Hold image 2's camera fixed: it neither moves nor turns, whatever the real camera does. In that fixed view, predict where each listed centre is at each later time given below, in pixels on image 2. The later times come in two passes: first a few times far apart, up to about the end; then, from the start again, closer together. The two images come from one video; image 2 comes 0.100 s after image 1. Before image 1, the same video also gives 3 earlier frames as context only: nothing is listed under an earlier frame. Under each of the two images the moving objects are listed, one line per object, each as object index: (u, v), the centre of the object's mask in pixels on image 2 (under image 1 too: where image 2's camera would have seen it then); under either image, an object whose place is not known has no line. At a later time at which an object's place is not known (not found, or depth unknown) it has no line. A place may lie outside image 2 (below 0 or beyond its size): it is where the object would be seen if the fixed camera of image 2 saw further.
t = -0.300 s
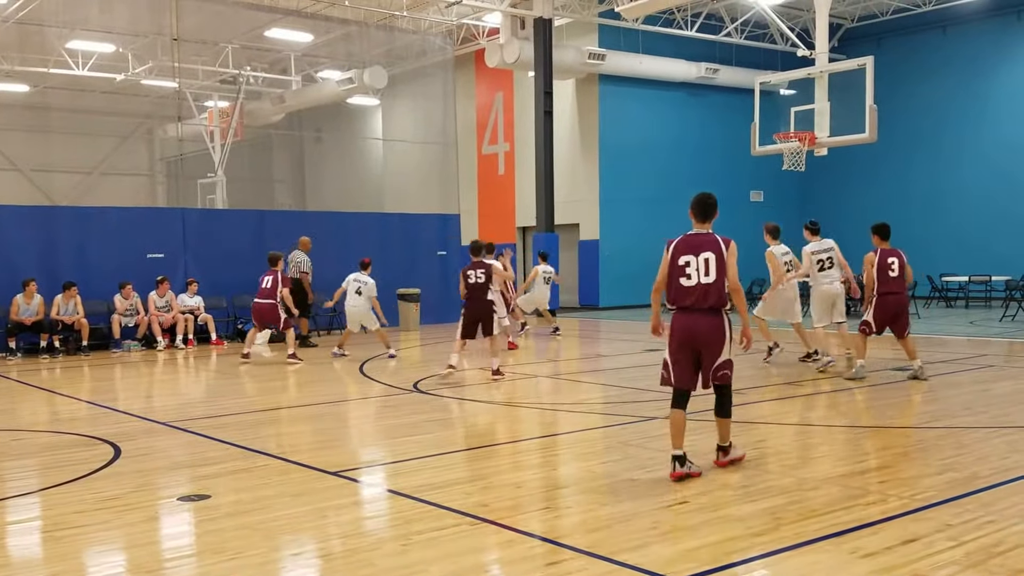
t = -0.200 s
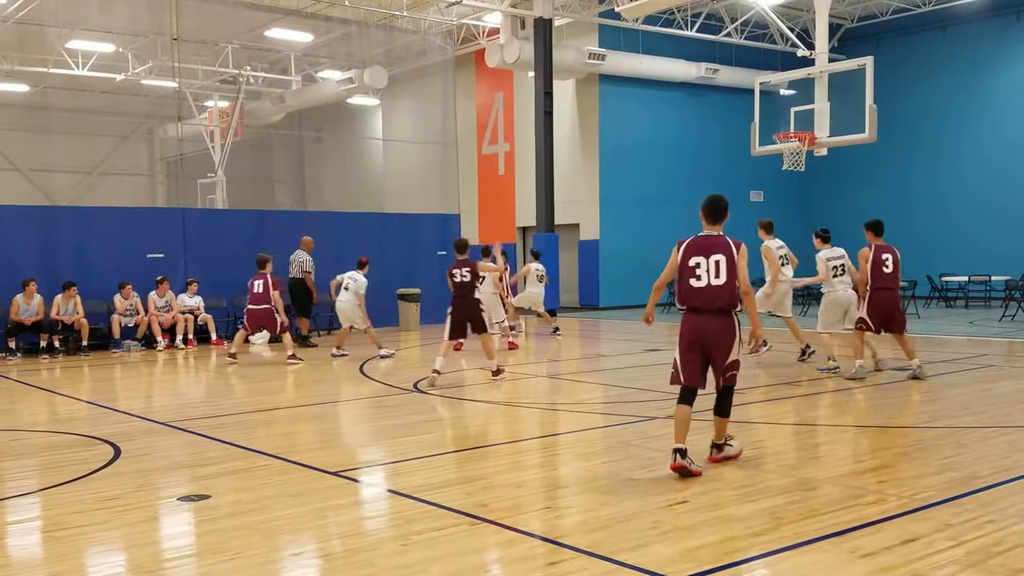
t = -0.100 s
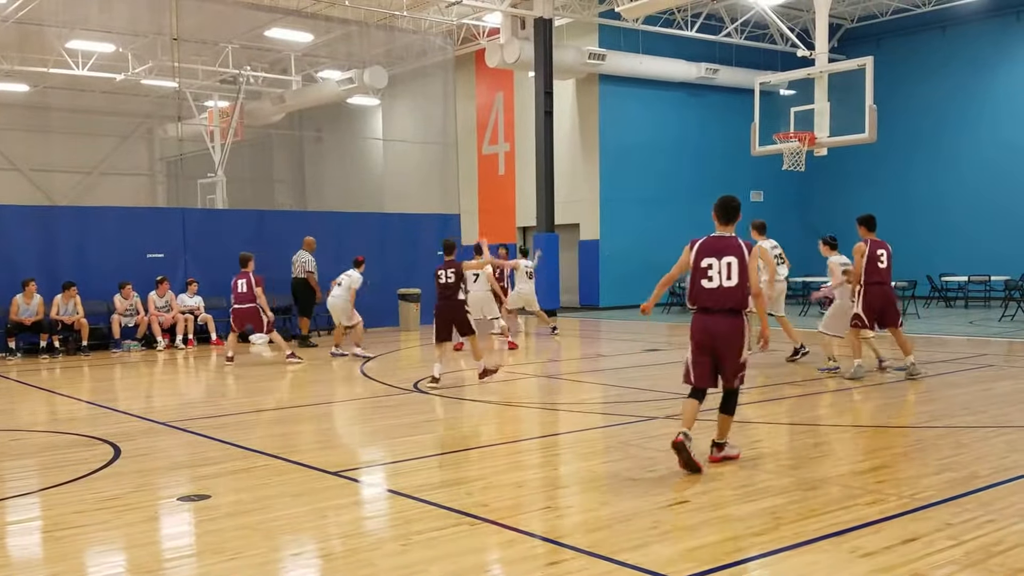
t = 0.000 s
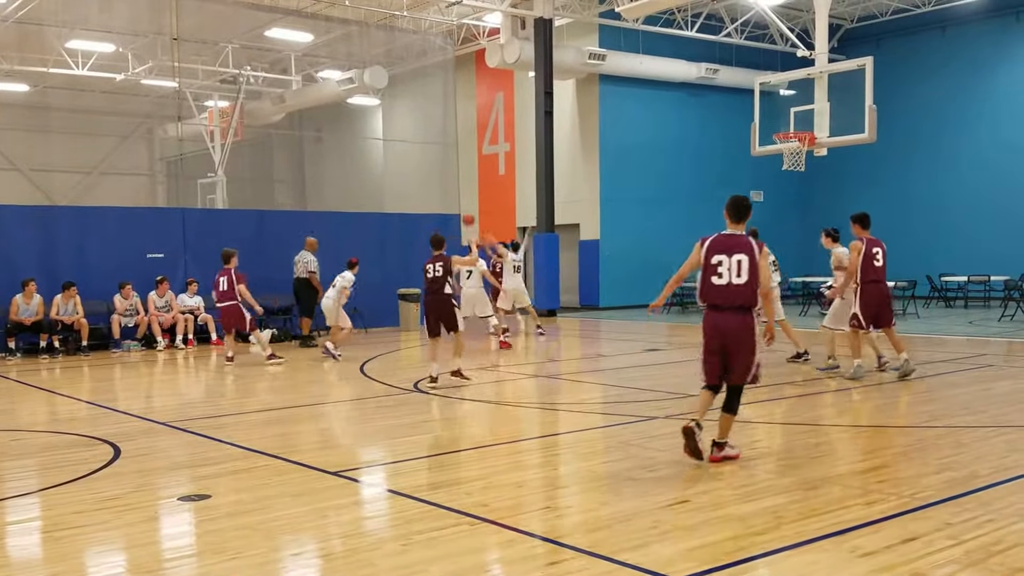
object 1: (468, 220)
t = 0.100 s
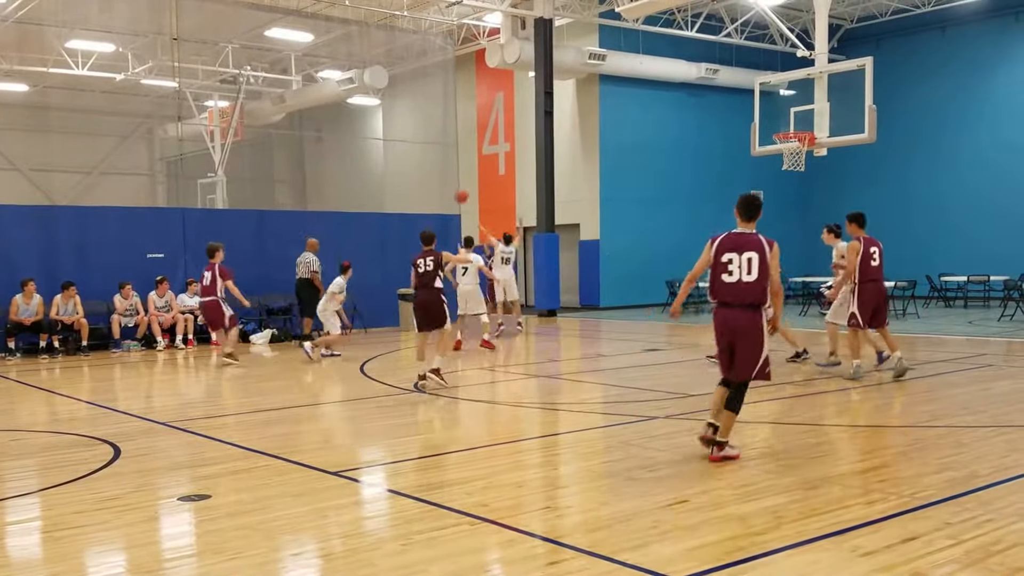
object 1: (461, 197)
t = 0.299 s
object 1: (446, 161)
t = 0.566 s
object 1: (418, 144)
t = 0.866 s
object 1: (377, 187)
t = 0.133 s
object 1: (459, 189)
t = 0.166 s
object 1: (457, 182)
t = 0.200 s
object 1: (454, 177)
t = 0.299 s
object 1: (446, 161)
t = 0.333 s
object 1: (443, 156)
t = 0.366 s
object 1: (440, 152)
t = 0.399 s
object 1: (437, 149)
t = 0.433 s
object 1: (433, 147)
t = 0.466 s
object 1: (430, 145)
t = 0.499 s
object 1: (426, 144)
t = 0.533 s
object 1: (422, 144)
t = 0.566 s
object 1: (418, 144)
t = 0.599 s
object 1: (414, 145)
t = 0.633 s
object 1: (410, 146)
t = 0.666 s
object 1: (405, 149)
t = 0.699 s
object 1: (401, 153)
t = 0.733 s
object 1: (396, 157)
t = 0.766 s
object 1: (391, 163)
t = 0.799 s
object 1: (387, 170)
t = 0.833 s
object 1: (382, 178)
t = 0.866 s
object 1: (377, 187)
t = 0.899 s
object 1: (371, 197)
